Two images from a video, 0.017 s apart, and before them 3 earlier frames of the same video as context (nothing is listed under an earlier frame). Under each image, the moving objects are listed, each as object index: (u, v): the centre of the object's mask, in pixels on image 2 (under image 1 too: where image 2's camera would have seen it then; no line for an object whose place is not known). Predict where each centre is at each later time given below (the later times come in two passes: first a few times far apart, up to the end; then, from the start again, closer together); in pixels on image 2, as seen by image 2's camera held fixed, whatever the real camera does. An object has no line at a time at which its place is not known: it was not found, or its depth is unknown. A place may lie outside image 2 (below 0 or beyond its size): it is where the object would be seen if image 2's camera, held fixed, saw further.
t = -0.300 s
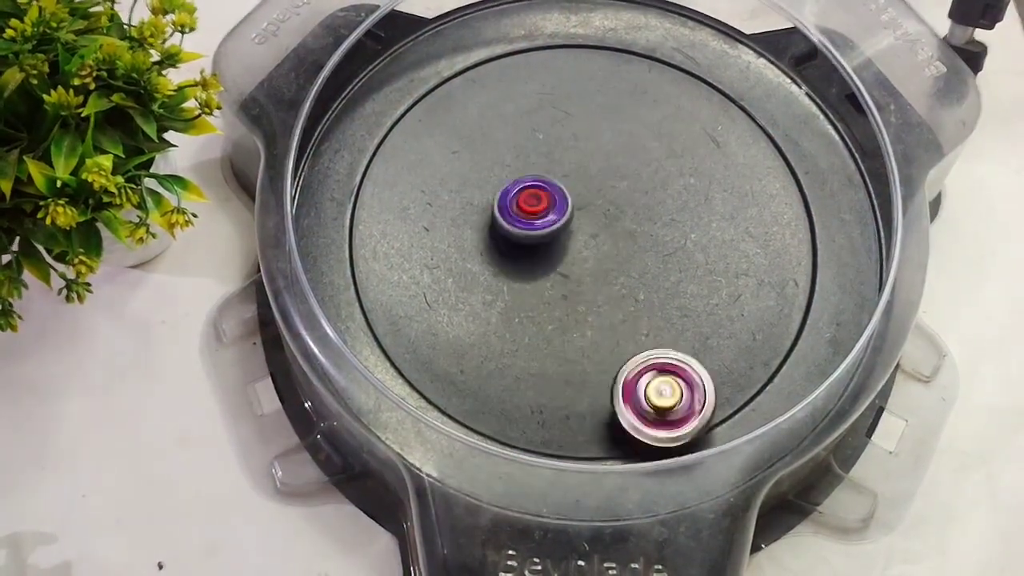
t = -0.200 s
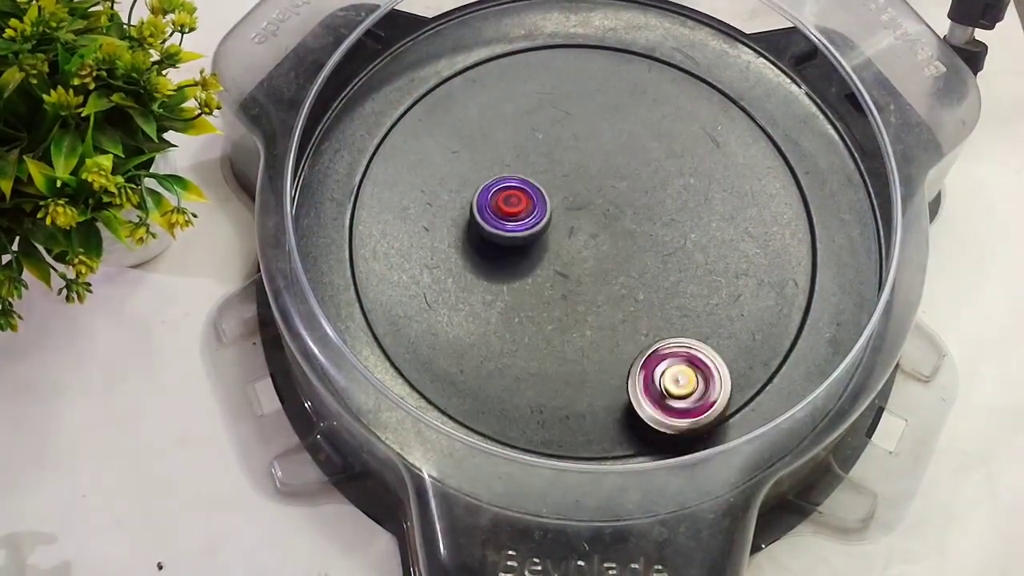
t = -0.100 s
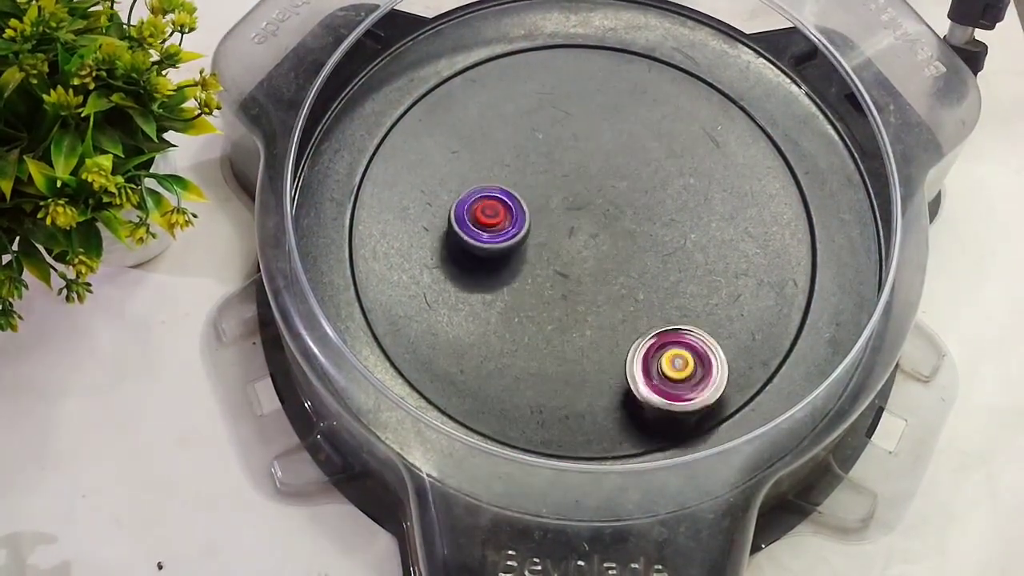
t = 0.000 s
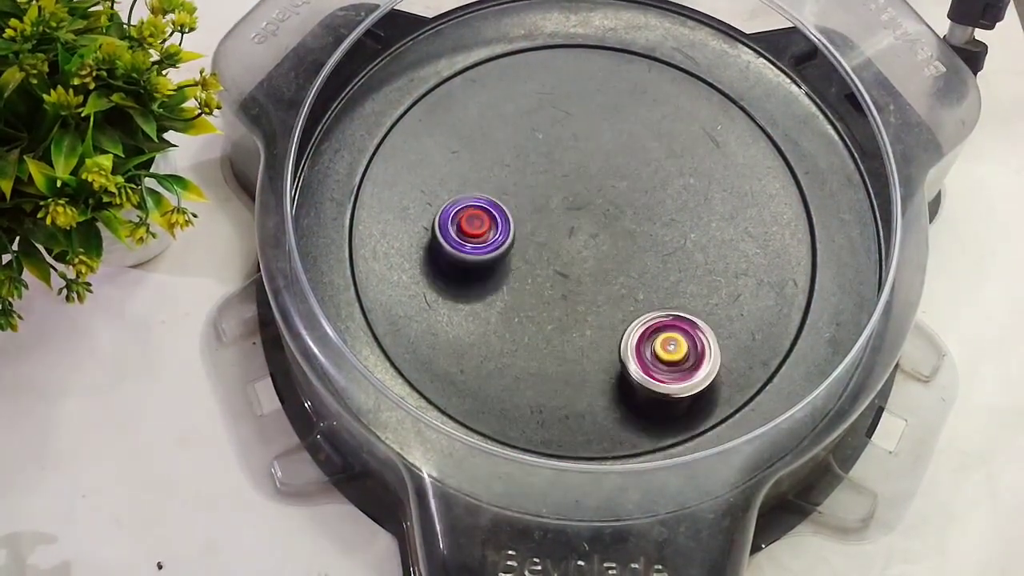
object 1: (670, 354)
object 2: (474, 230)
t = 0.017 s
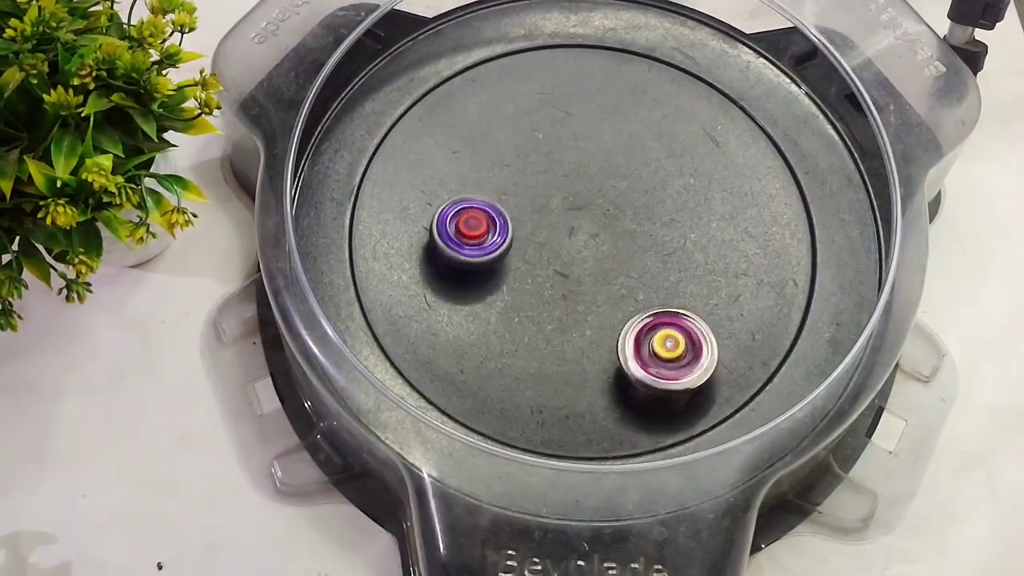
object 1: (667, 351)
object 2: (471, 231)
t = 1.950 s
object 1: (608, 158)
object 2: (633, 280)
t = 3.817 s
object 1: (557, 183)
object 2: (624, 288)
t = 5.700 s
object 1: (688, 291)
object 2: (558, 170)
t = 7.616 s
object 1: (628, 147)
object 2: (578, 222)
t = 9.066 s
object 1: (512, 178)
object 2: (584, 253)
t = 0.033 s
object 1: (666, 347)
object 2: (470, 232)
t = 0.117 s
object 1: (659, 334)
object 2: (464, 240)
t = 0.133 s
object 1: (657, 331)
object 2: (464, 241)
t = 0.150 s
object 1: (656, 327)
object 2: (464, 242)
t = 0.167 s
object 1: (654, 325)
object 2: (465, 243)
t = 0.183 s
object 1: (653, 322)
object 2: (465, 243)
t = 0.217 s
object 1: (650, 317)
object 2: (466, 246)
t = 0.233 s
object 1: (649, 315)
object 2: (467, 246)
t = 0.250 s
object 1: (647, 311)
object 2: (468, 247)
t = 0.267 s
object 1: (646, 307)
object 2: (469, 248)
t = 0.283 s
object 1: (644, 306)
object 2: (470, 249)
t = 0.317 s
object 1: (641, 300)
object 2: (474, 251)
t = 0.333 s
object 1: (640, 297)
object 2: (476, 252)
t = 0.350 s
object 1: (639, 295)
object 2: (478, 253)
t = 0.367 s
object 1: (638, 292)
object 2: (480, 253)
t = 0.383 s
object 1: (637, 288)
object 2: (482, 254)
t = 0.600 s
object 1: (622, 253)
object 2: (529, 252)
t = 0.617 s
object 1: (621, 249)
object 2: (533, 251)
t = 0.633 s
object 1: (621, 247)
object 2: (535, 250)
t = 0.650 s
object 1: (637, 243)
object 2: (529, 242)
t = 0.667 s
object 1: (654, 245)
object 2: (522, 232)
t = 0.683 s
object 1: (668, 248)
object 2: (516, 225)
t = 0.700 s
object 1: (684, 253)
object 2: (510, 219)
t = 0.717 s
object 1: (700, 254)
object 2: (507, 212)
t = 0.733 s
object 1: (716, 253)
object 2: (506, 204)
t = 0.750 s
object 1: (728, 250)
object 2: (505, 198)
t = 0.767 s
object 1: (739, 248)
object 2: (506, 191)
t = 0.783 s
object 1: (752, 243)
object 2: (509, 182)
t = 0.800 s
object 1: (761, 241)
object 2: (512, 176)
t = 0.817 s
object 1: (769, 236)
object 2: (516, 172)
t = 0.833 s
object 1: (775, 230)
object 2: (520, 169)
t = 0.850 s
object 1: (779, 224)
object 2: (525, 166)
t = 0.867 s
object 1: (781, 218)
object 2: (528, 165)
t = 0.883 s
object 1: (780, 213)
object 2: (532, 164)
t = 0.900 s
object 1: (777, 206)
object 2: (534, 165)
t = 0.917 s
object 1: (773, 198)
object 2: (536, 165)
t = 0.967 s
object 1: (760, 179)
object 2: (543, 166)
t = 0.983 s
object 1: (754, 172)
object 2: (545, 167)
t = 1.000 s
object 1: (749, 165)
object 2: (547, 167)
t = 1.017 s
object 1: (744, 160)
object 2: (549, 168)
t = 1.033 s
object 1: (739, 154)
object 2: (552, 169)
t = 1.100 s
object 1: (715, 134)
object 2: (563, 174)
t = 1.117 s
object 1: (708, 130)
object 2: (565, 175)
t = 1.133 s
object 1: (702, 127)
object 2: (568, 176)
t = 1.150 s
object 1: (696, 126)
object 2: (570, 178)
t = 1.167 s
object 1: (689, 125)
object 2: (573, 179)
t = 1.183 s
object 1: (684, 123)
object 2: (576, 181)
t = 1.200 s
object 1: (677, 124)
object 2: (579, 182)
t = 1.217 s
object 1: (672, 126)
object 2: (581, 183)
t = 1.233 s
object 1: (669, 128)
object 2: (584, 185)
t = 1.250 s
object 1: (665, 130)
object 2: (587, 186)
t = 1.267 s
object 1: (663, 133)
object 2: (589, 188)
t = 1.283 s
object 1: (659, 136)
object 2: (592, 189)
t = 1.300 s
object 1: (657, 137)
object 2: (594, 191)
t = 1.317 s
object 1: (656, 137)
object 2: (596, 193)
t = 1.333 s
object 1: (655, 138)
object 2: (597, 196)
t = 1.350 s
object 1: (655, 139)
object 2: (599, 198)
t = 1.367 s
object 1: (655, 139)
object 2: (601, 201)
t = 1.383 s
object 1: (653, 139)
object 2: (602, 205)
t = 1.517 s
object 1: (646, 138)
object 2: (619, 225)
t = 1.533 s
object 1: (645, 138)
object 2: (621, 227)
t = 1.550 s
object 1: (645, 140)
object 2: (623, 229)
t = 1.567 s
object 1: (643, 139)
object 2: (624, 233)
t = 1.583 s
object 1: (642, 139)
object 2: (626, 234)
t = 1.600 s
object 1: (641, 141)
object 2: (628, 236)
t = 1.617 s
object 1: (639, 142)
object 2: (629, 239)
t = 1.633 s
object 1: (639, 140)
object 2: (630, 241)
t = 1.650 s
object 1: (637, 143)
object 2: (631, 244)
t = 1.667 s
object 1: (636, 143)
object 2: (632, 247)
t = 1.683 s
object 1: (636, 143)
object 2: (633, 249)
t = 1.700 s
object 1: (633, 144)
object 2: (634, 252)
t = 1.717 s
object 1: (632, 145)
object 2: (635, 254)
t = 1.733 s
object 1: (631, 147)
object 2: (635, 256)
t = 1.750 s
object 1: (629, 148)
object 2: (636, 259)
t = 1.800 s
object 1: (625, 151)
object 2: (636, 264)
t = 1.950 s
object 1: (608, 158)
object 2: (633, 280)
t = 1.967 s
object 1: (606, 161)
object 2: (633, 280)
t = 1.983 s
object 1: (604, 162)
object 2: (632, 283)
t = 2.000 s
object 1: (603, 161)
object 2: (631, 284)
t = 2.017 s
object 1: (599, 164)
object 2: (630, 284)
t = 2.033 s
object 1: (597, 165)
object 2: (628, 286)
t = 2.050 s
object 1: (596, 166)
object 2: (627, 286)
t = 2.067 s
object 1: (592, 167)
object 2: (625, 288)
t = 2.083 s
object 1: (590, 167)
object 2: (624, 288)
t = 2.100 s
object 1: (588, 169)
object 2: (622, 289)
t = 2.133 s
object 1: (583, 169)
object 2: (619, 290)
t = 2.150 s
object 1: (579, 173)
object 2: (616, 291)
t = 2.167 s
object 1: (578, 174)
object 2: (614, 292)
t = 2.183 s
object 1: (576, 174)
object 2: (613, 292)
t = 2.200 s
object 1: (573, 175)
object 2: (611, 291)
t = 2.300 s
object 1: (560, 179)
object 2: (597, 290)
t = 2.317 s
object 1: (558, 178)
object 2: (595, 289)
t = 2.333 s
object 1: (556, 180)
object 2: (592, 288)
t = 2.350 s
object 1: (555, 181)
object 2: (590, 288)
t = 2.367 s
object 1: (554, 180)
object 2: (587, 287)
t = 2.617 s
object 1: (536, 182)
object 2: (554, 265)
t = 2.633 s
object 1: (536, 182)
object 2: (553, 264)
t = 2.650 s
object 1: (535, 183)
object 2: (551, 262)
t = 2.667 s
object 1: (534, 179)
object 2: (550, 263)
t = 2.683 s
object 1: (533, 172)
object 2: (549, 267)
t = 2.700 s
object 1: (532, 168)
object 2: (548, 269)
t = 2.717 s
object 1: (532, 166)
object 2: (547, 270)
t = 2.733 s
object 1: (533, 162)
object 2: (546, 269)
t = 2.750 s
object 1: (532, 163)
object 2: (545, 268)
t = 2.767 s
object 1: (532, 162)
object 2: (545, 267)
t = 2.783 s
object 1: (532, 160)
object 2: (544, 266)
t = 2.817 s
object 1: (531, 161)
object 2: (543, 263)
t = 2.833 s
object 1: (532, 159)
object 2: (543, 261)
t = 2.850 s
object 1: (531, 160)
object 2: (542, 260)
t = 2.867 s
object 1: (532, 159)
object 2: (542, 259)
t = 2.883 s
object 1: (533, 159)
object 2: (542, 257)
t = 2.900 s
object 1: (532, 158)
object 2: (542, 255)
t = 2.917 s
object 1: (533, 158)
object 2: (542, 254)
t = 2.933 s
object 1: (534, 158)
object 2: (542, 253)
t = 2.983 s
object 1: (536, 159)
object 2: (543, 248)
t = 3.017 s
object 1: (537, 159)
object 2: (543, 244)
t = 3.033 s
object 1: (538, 160)
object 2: (544, 243)
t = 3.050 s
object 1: (539, 160)
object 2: (544, 241)
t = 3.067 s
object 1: (540, 159)
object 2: (545, 241)
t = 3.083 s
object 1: (541, 156)
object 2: (545, 244)
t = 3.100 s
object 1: (542, 153)
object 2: (546, 245)
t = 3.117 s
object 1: (543, 152)
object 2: (546, 245)
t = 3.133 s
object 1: (544, 154)
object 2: (547, 245)
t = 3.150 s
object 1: (545, 154)
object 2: (548, 244)
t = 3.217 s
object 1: (549, 159)
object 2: (554, 241)
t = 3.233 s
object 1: (549, 160)
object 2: (555, 240)
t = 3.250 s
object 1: (551, 160)
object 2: (556, 240)
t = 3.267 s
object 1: (553, 154)
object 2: (557, 250)
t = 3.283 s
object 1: (555, 144)
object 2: (558, 260)
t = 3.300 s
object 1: (557, 136)
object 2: (559, 267)
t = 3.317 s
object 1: (560, 130)
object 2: (561, 272)
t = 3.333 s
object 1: (563, 125)
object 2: (563, 277)
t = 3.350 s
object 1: (567, 121)
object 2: (565, 279)
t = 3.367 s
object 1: (569, 118)
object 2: (567, 280)
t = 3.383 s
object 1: (570, 117)
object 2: (570, 282)
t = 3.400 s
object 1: (572, 117)
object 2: (573, 283)
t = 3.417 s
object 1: (573, 117)
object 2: (576, 284)
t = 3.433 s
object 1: (571, 120)
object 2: (579, 285)
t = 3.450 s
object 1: (571, 121)
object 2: (582, 286)
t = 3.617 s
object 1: (568, 135)
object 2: (606, 291)
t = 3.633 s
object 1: (567, 140)
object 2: (608, 292)
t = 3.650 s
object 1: (567, 143)
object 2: (610, 292)
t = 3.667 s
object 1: (566, 143)
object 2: (611, 291)
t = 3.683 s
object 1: (565, 149)
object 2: (613, 291)
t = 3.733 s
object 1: (562, 160)
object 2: (618, 290)
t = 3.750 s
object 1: (561, 164)
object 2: (619, 290)
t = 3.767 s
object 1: (559, 167)
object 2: (621, 290)
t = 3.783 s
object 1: (558, 175)
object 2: (622, 289)
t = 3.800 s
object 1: (558, 179)
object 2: (623, 289)
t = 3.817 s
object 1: (557, 183)
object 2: (624, 288)
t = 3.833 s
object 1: (556, 190)
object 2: (625, 288)
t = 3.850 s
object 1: (556, 195)
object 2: (627, 286)
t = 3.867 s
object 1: (554, 199)
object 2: (628, 286)
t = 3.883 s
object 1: (555, 206)
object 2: (628, 285)
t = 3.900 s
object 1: (554, 210)
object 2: (629, 284)
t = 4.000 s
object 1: (553, 239)
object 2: (633, 277)
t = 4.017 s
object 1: (553, 244)
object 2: (634, 276)
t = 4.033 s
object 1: (554, 247)
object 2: (634, 275)
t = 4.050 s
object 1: (550, 251)
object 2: (635, 273)
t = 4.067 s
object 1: (547, 255)
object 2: (636, 271)
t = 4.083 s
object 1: (546, 257)
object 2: (636, 269)
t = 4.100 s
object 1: (544, 264)
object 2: (636, 268)
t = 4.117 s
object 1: (544, 267)
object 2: (636, 266)
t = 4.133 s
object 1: (542, 269)
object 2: (636, 265)
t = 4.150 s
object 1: (542, 273)
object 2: (635, 263)
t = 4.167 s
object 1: (541, 274)
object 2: (635, 260)
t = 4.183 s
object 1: (540, 275)
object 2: (634, 259)
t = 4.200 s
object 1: (541, 278)
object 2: (634, 257)
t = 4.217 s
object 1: (539, 279)
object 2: (633, 254)
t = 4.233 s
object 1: (539, 281)
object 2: (632, 253)
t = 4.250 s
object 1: (539, 282)
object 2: (631, 251)
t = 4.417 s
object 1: (536, 287)
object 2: (618, 232)
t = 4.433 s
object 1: (535, 287)
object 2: (617, 230)
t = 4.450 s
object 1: (534, 287)
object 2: (615, 228)
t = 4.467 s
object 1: (535, 286)
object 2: (614, 226)
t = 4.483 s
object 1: (534, 287)
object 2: (612, 224)
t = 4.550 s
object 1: (534, 286)
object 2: (606, 217)
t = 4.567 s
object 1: (534, 285)
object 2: (604, 215)
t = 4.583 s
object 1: (535, 285)
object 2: (603, 213)
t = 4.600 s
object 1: (534, 284)
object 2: (601, 212)
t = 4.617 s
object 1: (535, 284)
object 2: (600, 210)
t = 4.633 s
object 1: (536, 283)
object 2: (598, 208)
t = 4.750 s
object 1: (541, 279)
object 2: (588, 197)
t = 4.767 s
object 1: (541, 278)
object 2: (586, 196)
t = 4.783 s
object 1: (542, 277)
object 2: (585, 194)
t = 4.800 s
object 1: (545, 276)
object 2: (584, 193)
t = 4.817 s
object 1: (546, 275)
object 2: (582, 192)
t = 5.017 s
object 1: (579, 256)
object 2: (568, 181)
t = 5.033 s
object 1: (582, 254)
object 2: (567, 181)
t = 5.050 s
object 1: (583, 253)
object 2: (566, 180)
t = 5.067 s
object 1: (586, 254)
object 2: (566, 177)
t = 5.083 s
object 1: (591, 267)
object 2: (566, 167)
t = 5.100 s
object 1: (594, 278)
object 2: (565, 159)
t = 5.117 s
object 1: (600, 288)
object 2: (564, 152)
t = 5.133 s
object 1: (606, 294)
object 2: (564, 148)
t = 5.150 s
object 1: (613, 302)
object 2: (563, 144)
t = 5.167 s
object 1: (619, 307)
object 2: (562, 143)
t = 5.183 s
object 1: (627, 310)
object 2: (561, 141)
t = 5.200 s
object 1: (636, 312)
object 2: (559, 140)
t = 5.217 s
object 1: (644, 312)
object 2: (558, 139)
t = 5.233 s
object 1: (652, 311)
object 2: (557, 138)
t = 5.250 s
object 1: (659, 310)
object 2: (556, 137)
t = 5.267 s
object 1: (666, 309)
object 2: (555, 136)
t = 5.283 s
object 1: (670, 309)
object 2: (554, 135)
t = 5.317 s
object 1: (675, 307)
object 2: (552, 135)
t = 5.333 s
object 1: (677, 306)
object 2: (552, 135)
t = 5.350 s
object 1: (679, 305)
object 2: (552, 133)
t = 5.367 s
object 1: (680, 304)
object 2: (551, 134)
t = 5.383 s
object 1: (682, 304)
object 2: (550, 135)
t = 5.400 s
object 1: (683, 304)
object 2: (550, 134)
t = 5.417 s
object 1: (682, 304)
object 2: (549, 135)
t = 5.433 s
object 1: (682, 303)
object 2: (550, 136)
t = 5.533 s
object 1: (688, 297)
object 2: (550, 145)
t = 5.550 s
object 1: (687, 297)
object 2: (551, 147)
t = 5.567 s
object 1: (687, 297)
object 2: (551, 149)
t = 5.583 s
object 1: (688, 295)
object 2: (552, 151)
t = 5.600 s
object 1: (689, 294)
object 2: (553, 153)
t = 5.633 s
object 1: (689, 293)
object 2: (554, 158)
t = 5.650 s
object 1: (689, 292)
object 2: (555, 161)
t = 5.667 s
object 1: (690, 292)
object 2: (556, 164)
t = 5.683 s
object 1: (689, 293)
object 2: (557, 167)
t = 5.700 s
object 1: (688, 291)
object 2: (558, 170)
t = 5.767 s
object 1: (688, 287)
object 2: (562, 184)
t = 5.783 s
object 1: (688, 286)
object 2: (563, 187)
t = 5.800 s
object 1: (689, 285)
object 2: (564, 191)
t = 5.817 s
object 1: (687, 285)
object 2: (565, 194)
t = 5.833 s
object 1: (687, 284)
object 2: (567, 198)
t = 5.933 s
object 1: (683, 273)
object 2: (574, 217)
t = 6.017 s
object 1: (673, 258)
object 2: (580, 235)
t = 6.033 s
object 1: (671, 253)
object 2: (582, 238)
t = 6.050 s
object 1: (669, 250)
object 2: (582, 241)
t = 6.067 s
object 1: (670, 246)
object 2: (581, 244)
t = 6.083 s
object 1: (668, 244)
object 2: (581, 246)
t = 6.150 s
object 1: (663, 230)
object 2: (576, 257)
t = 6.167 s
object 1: (662, 226)
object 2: (575, 260)
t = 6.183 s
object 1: (661, 223)
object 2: (573, 262)
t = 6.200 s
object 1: (660, 220)
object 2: (572, 265)
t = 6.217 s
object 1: (659, 218)
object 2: (571, 267)
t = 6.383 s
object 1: (646, 193)
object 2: (560, 289)
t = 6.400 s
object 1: (644, 191)
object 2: (559, 291)
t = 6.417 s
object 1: (642, 189)
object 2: (558, 292)
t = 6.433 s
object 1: (641, 189)
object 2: (557, 293)
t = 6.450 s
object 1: (641, 187)
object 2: (556, 294)
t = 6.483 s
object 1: (638, 183)
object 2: (554, 296)
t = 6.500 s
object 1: (637, 183)
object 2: (554, 297)
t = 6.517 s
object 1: (636, 181)
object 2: (553, 298)
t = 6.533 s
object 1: (636, 180)
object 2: (552, 298)
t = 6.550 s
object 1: (636, 179)
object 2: (551, 299)
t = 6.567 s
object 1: (636, 177)
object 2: (550, 299)
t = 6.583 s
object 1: (633, 177)
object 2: (549, 299)
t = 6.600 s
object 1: (633, 175)
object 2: (548, 299)
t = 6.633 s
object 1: (633, 173)
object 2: (547, 299)
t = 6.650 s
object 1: (633, 175)
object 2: (546, 298)
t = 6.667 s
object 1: (632, 174)
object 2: (546, 298)
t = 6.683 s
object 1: (631, 174)
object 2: (545, 298)
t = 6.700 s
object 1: (631, 173)
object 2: (545, 297)
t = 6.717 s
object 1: (631, 172)
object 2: (545, 296)
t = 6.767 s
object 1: (629, 170)
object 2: (544, 292)
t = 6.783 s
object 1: (629, 171)
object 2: (544, 289)
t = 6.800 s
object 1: (628, 170)
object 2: (544, 287)
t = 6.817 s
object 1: (627, 170)
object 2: (544, 286)
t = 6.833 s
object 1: (627, 169)
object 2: (544, 284)
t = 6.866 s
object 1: (625, 169)
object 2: (544, 280)
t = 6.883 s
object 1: (624, 170)
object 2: (545, 278)
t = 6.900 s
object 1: (624, 168)
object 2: (545, 276)
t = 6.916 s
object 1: (625, 167)
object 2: (546, 274)
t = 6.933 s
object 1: (624, 170)
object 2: (547, 272)
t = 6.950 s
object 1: (623, 169)
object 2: (548, 267)
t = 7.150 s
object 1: (614, 170)
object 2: (562, 236)
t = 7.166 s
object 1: (613, 169)
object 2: (564, 233)
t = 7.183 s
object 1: (612, 168)
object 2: (564, 232)
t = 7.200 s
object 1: (617, 166)
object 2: (562, 232)
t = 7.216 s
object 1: (618, 162)
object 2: (562, 233)
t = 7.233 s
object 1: (621, 160)
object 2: (561, 230)
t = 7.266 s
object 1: (623, 158)
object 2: (564, 227)
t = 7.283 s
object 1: (622, 160)
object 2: (565, 226)
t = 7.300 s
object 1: (621, 159)
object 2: (566, 224)
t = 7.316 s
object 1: (620, 159)
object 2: (567, 222)
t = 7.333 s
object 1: (620, 157)
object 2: (569, 221)
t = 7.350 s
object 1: (620, 158)
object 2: (569, 221)
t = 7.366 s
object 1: (620, 157)
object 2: (570, 220)
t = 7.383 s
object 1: (622, 156)
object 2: (570, 220)
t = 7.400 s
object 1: (625, 154)
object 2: (569, 222)
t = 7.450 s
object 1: (630, 150)
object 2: (570, 222)
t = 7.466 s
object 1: (630, 150)
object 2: (571, 222)
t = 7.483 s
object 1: (631, 150)
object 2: (571, 222)
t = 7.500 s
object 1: (630, 150)
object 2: (572, 222)
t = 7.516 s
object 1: (630, 150)
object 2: (573, 222)
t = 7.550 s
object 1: (629, 147)
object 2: (575, 222)
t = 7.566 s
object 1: (629, 146)
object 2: (575, 222)
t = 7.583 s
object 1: (630, 146)
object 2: (576, 222)
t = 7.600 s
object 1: (629, 148)
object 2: (577, 222)
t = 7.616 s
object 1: (628, 147)
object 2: (578, 222)
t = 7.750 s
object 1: (622, 150)
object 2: (585, 225)
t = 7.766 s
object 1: (621, 150)
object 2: (586, 225)
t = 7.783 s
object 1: (620, 152)
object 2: (587, 226)
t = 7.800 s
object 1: (622, 149)
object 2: (583, 231)
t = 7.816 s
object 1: (625, 144)
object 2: (580, 236)
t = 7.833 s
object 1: (628, 146)
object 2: (578, 241)
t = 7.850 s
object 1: (628, 146)
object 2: (577, 244)
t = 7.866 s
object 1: (629, 148)
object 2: (577, 245)
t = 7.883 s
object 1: (628, 149)
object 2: (577, 247)
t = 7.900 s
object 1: (626, 150)
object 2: (577, 249)
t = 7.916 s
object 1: (623, 152)
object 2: (576, 251)
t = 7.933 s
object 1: (620, 152)
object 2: (576, 253)
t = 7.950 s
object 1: (618, 152)
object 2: (576, 255)
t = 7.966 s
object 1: (617, 151)
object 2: (576, 257)
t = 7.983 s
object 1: (617, 150)
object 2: (575, 259)
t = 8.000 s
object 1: (618, 150)
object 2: (574, 261)
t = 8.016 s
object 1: (616, 151)
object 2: (574, 263)
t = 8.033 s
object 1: (615, 151)
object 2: (573, 264)
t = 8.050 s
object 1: (615, 151)
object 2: (573, 265)
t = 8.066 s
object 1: (615, 151)
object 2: (573, 267)
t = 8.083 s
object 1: (615, 151)
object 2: (572, 267)
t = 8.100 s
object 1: (612, 153)
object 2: (572, 269)
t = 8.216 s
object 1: (596, 156)
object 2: (569, 274)
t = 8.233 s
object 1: (592, 158)
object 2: (568, 274)
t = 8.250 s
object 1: (589, 158)
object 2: (568, 275)
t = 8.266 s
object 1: (586, 160)
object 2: (568, 275)
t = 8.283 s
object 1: (582, 162)
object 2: (568, 275)
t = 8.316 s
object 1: (576, 166)
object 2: (566, 275)
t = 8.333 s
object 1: (573, 166)
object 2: (566, 275)
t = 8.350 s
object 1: (571, 169)
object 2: (566, 275)
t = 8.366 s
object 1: (567, 170)
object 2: (565, 275)
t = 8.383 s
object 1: (564, 171)
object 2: (565, 275)
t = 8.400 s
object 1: (562, 173)
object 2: (565, 274)
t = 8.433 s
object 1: (557, 175)
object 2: (564, 274)
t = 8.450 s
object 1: (553, 177)
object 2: (564, 273)
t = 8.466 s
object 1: (550, 178)
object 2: (564, 273)
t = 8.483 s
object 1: (548, 180)
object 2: (563, 272)
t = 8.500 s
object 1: (545, 182)
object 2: (563, 272)
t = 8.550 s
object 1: (539, 187)
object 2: (563, 269)
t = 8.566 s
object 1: (536, 189)
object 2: (563, 268)
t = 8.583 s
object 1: (534, 193)
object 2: (563, 267)
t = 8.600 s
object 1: (531, 194)
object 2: (563, 267)
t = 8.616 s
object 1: (528, 194)
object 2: (564, 268)
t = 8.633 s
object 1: (526, 196)
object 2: (564, 268)
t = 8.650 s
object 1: (525, 196)
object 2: (564, 267)
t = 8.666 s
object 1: (524, 196)
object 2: (565, 267)
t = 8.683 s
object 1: (524, 196)
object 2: (565, 266)
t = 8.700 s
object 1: (524, 196)
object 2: (566, 265)
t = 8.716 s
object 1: (525, 195)
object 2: (566, 265)
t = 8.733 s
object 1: (525, 194)
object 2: (568, 265)
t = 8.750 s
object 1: (524, 191)
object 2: (569, 266)
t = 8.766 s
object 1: (524, 186)
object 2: (571, 266)
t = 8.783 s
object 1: (522, 185)
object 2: (571, 266)
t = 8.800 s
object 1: (519, 182)
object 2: (572, 265)
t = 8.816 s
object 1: (518, 179)
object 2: (573, 265)
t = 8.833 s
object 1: (517, 178)
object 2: (574, 264)
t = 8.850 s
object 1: (516, 176)
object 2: (574, 263)
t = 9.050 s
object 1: (512, 178)
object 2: (583, 254)
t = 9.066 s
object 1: (512, 178)
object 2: (584, 253)
